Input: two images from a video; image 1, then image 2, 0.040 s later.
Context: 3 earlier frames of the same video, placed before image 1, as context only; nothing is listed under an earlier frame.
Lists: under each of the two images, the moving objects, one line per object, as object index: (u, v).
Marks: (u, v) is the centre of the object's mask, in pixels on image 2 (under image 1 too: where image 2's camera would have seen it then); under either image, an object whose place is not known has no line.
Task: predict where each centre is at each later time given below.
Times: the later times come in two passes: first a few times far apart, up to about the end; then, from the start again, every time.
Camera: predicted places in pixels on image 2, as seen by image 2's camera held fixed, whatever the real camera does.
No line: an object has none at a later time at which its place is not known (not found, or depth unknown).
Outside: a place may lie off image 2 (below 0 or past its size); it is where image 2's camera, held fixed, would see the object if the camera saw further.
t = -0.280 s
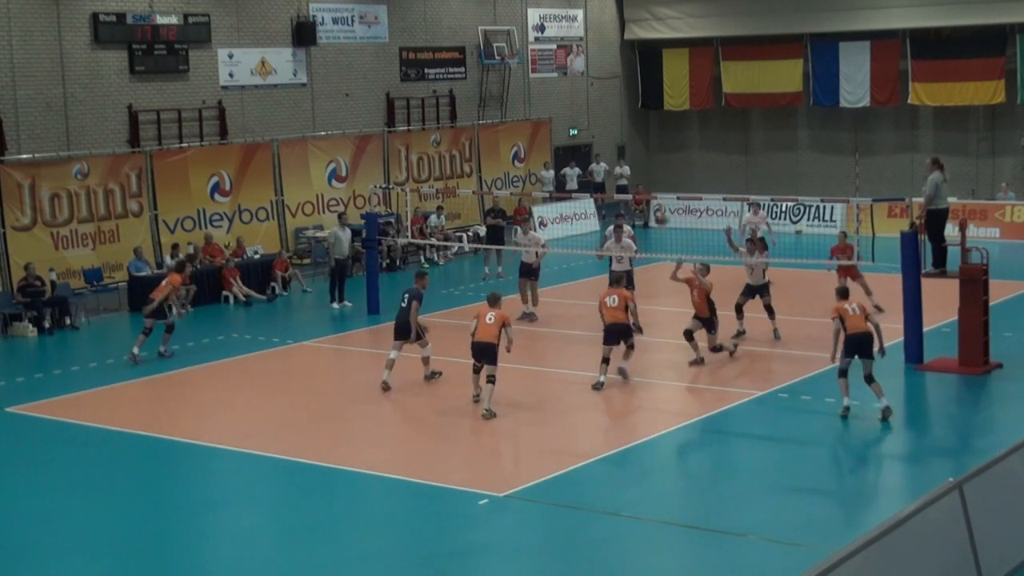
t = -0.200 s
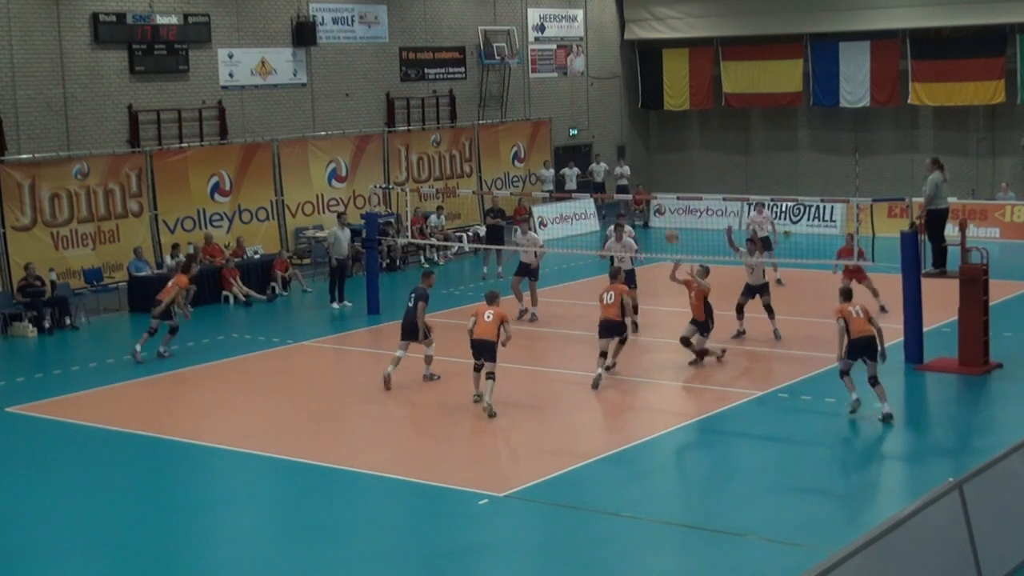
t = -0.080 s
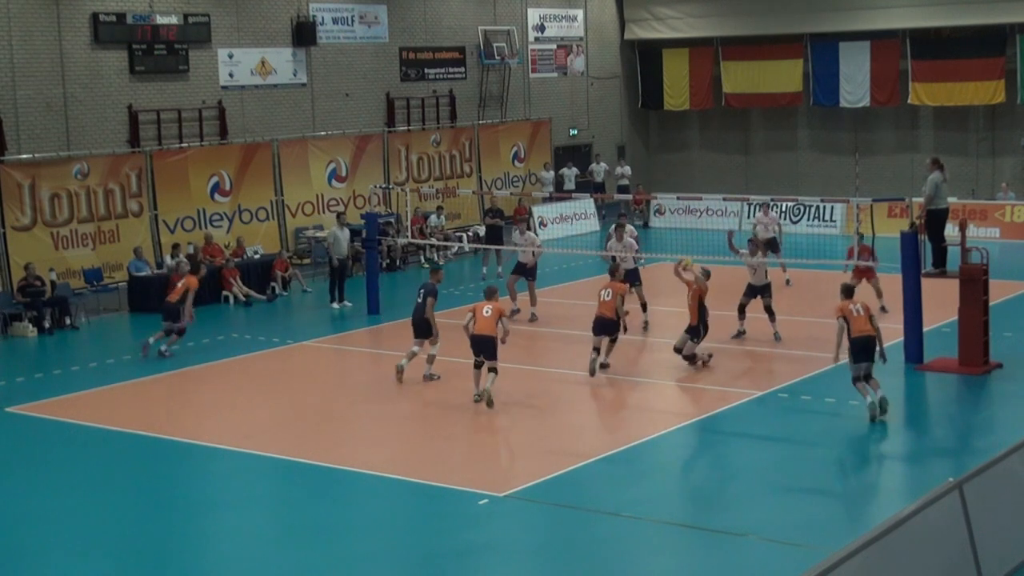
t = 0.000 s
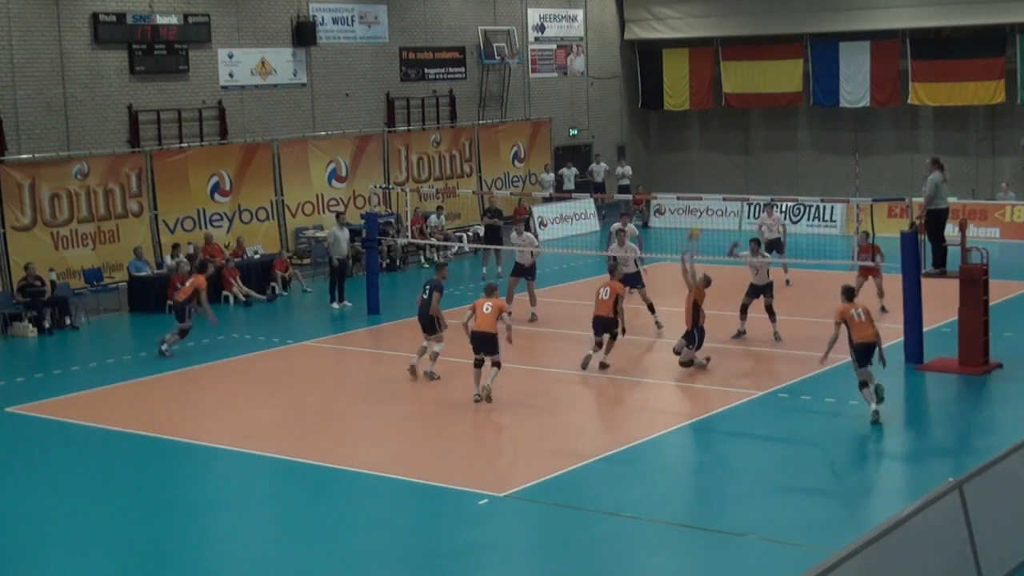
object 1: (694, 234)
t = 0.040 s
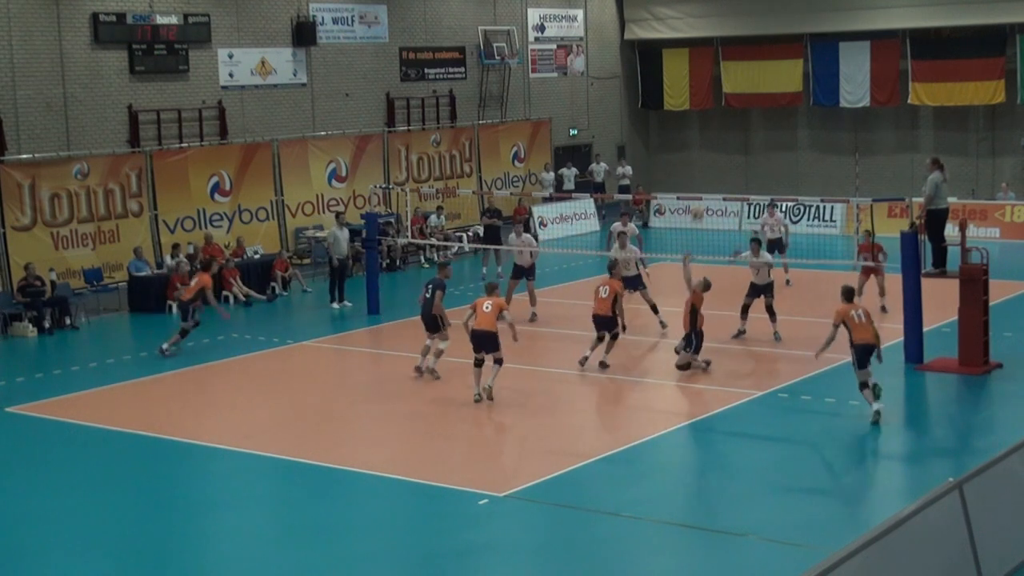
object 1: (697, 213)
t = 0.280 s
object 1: (725, 119)
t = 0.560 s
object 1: (755, 60)
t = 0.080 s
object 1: (703, 193)
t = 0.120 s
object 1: (707, 177)
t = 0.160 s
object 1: (711, 161)
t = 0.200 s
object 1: (716, 146)
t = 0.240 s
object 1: (721, 132)
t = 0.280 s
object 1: (725, 119)
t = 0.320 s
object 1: (729, 108)
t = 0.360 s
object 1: (733, 98)
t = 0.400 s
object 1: (738, 88)
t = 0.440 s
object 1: (742, 79)
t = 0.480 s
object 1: (746, 72)
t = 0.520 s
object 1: (751, 65)
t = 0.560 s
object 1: (755, 60)
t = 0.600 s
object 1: (759, 55)
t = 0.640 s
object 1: (764, 53)
